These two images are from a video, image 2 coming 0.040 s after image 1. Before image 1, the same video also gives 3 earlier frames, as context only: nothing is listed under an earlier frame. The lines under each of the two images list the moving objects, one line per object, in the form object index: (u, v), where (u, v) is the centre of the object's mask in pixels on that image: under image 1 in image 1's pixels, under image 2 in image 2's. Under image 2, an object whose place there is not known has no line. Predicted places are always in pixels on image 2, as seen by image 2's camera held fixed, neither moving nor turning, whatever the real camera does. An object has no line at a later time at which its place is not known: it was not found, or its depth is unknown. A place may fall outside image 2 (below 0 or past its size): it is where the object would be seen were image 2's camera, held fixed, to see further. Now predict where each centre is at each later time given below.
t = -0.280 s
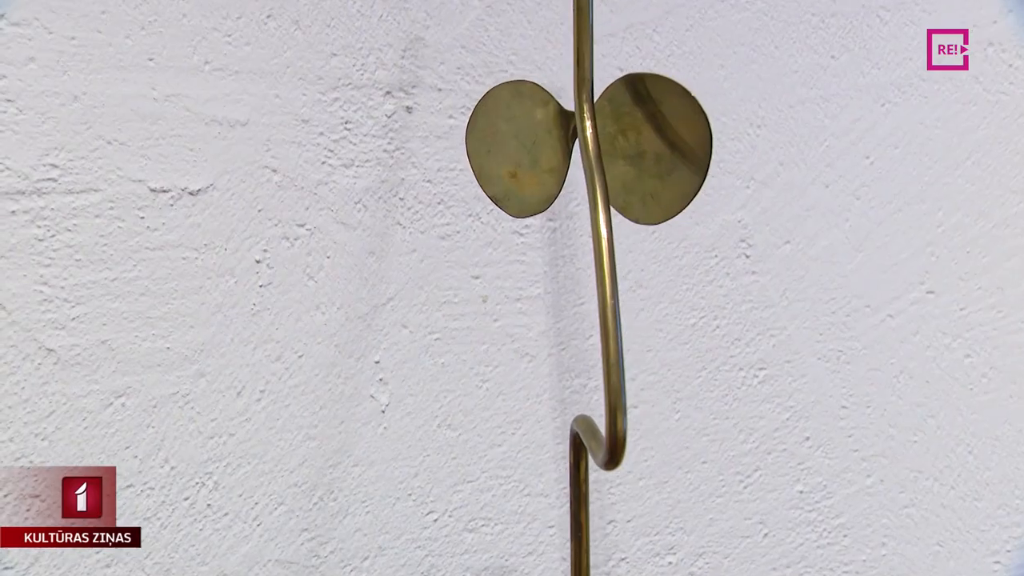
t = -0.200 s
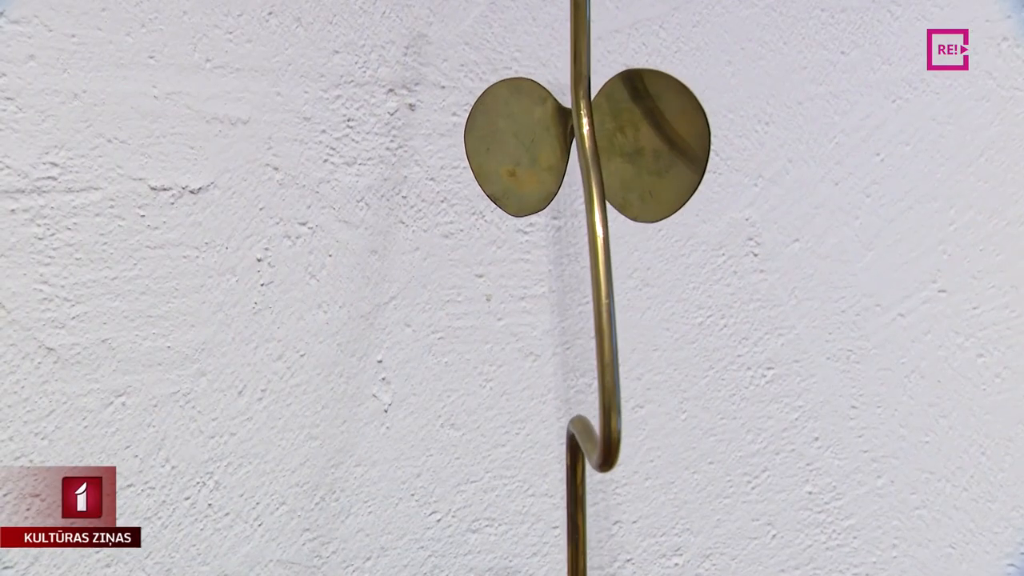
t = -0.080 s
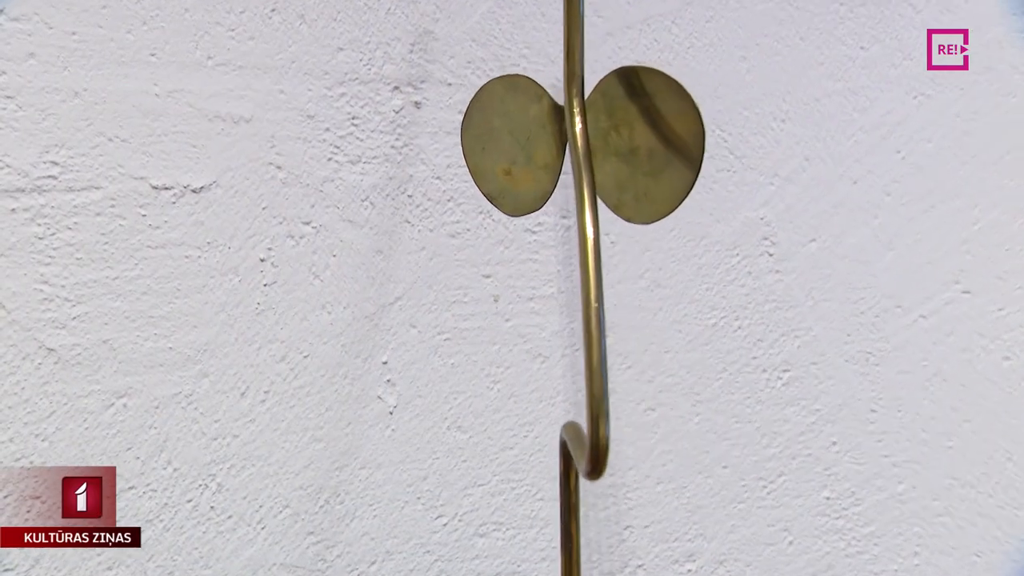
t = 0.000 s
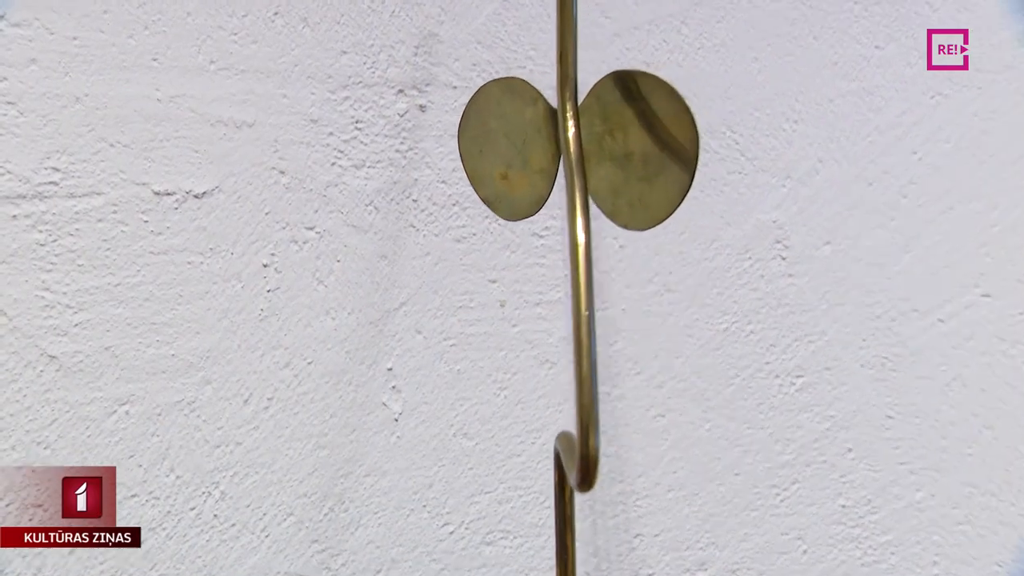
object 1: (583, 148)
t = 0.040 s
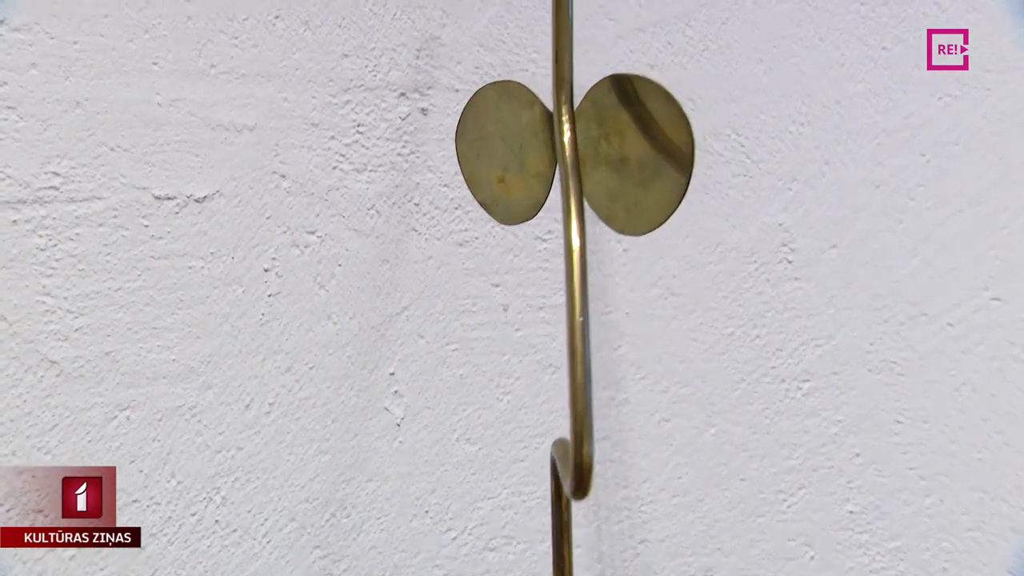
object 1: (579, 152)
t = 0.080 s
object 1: (577, 153)
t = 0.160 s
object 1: (573, 155)
